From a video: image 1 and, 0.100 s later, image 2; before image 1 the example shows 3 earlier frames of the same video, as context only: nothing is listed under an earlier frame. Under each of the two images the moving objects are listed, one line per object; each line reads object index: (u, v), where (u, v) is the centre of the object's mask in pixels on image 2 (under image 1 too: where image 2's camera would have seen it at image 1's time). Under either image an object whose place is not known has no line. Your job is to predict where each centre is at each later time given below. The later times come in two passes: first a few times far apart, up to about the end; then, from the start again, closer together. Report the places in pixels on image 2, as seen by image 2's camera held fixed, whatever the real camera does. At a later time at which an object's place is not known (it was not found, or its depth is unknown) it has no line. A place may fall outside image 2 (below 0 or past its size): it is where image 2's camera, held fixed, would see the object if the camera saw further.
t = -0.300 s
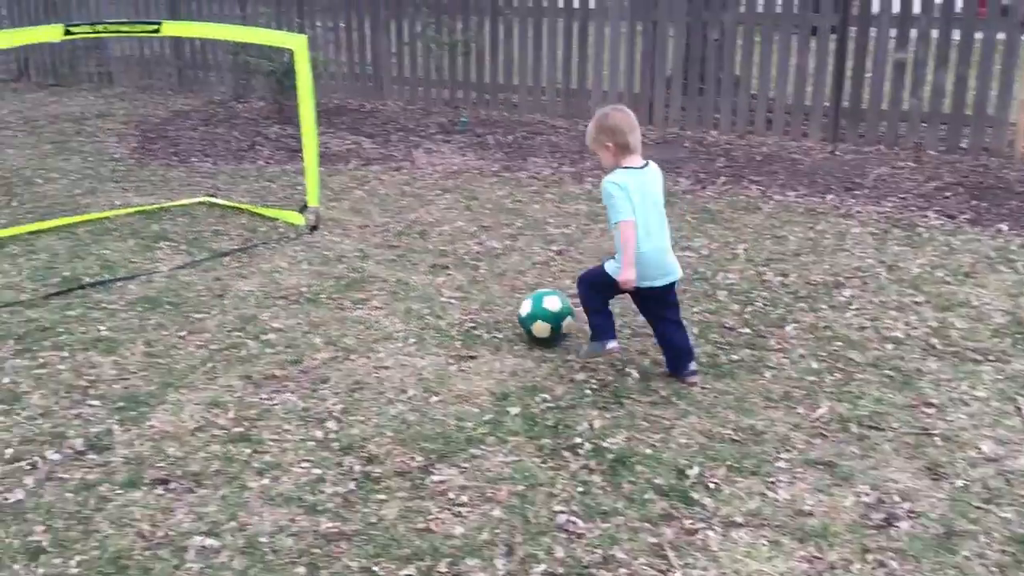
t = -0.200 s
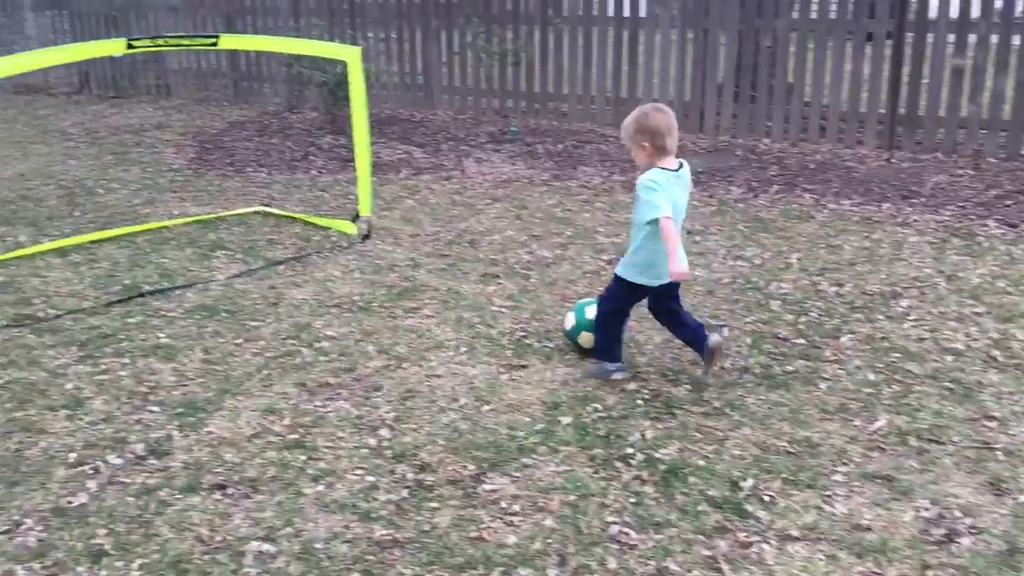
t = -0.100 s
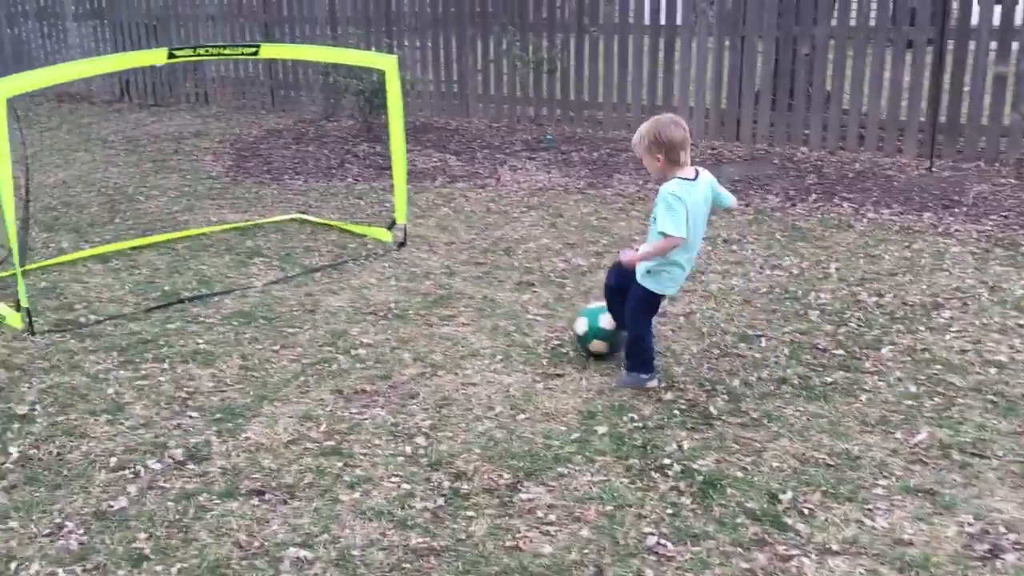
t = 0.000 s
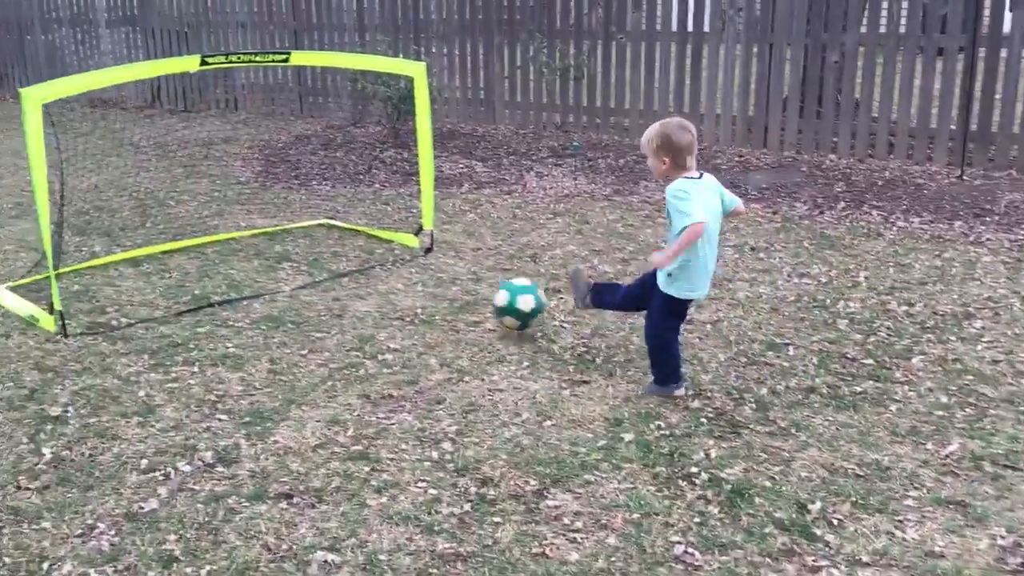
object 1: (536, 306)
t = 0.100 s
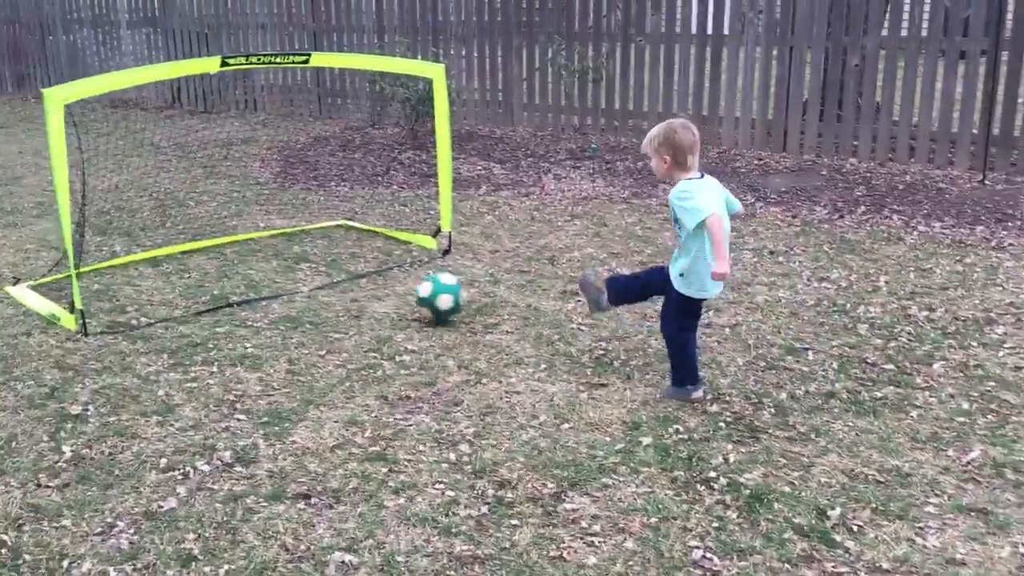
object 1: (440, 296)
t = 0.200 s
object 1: (366, 276)
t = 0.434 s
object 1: (240, 253)
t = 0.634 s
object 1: (172, 242)
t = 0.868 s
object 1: (165, 233)
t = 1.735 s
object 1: (173, 254)
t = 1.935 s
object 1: (174, 256)
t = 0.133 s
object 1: (413, 298)
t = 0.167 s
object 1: (388, 286)
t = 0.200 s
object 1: (366, 276)
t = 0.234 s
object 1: (345, 271)
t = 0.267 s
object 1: (324, 266)
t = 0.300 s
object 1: (305, 265)
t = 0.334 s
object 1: (286, 266)
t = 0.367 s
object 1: (268, 263)
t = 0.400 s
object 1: (254, 258)
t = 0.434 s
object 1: (240, 253)
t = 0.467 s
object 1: (228, 250)
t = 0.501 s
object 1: (214, 249)
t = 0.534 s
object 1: (202, 249)
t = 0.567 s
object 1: (191, 246)
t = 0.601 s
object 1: (181, 244)
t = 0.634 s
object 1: (172, 242)
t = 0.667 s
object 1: (166, 238)
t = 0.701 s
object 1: (162, 235)
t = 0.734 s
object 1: (160, 232)
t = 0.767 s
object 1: (160, 230)
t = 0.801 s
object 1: (162, 229)
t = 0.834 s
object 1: (163, 230)
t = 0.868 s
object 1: (165, 233)
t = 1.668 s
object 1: (173, 252)
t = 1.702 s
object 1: (173, 253)
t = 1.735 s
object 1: (173, 254)
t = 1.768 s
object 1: (173, 254)
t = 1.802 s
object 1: (173, 254)
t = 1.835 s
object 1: (173, 255)
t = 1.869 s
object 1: (174, 255)
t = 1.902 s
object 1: (174, 256)
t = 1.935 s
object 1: (174, 256)
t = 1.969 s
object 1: (175, 256)
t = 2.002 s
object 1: (175, 256)
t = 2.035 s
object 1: (175, 257)
